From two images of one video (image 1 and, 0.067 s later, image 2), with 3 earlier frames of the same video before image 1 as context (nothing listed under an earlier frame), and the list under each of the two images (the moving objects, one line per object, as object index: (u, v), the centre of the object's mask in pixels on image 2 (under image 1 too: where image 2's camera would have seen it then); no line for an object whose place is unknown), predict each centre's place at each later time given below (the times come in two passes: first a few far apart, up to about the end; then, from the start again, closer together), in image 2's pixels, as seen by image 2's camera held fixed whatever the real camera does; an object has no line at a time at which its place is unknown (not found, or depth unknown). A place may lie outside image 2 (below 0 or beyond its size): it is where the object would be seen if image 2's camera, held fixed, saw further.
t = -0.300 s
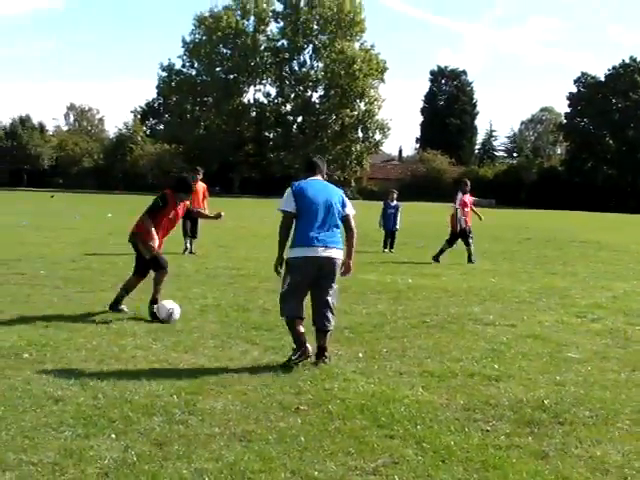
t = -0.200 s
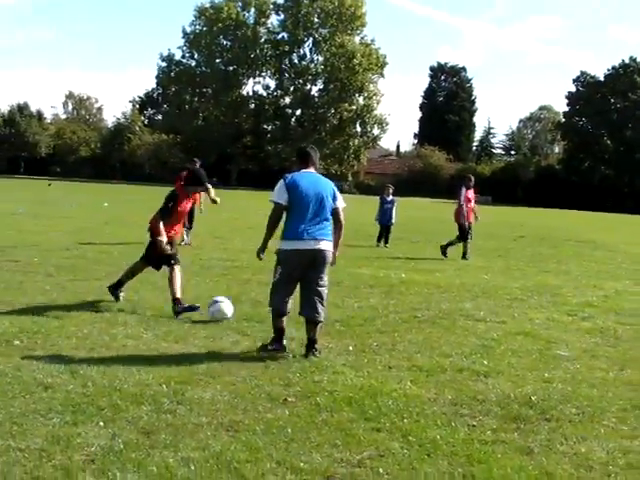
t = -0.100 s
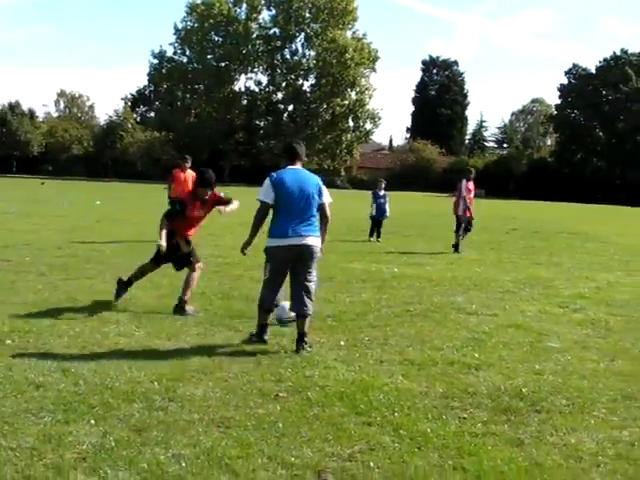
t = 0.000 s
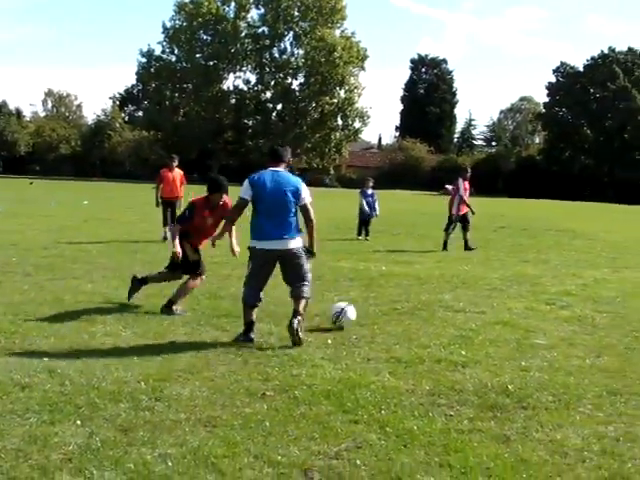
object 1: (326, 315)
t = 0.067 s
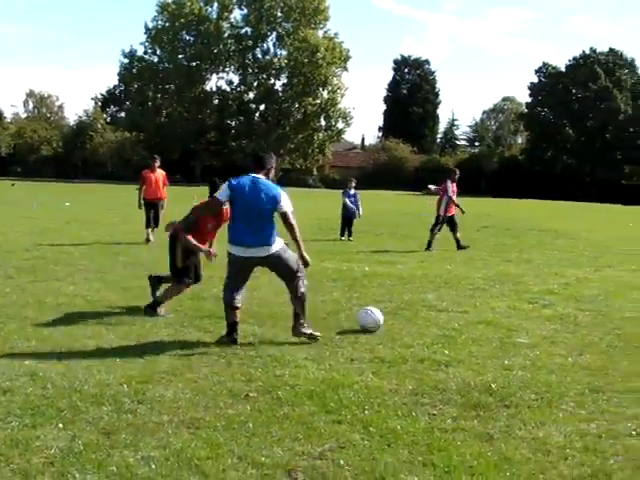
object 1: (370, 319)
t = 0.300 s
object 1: (496, 320)
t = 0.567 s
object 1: (630, 333)
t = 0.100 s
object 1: (388, 319)
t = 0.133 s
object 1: (408, 319)
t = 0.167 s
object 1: (427, 320)
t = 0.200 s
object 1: (446, 323)
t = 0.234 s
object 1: (463, 323)
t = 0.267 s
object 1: (480, 322)
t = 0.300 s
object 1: (496, 320)
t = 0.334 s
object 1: (515, 321)
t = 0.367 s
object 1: (531, 324)
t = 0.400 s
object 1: (547, 327)
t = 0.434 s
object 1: (563, 329)
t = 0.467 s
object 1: (579, 329)
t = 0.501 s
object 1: (597, 329)
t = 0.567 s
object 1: (630, 333)
